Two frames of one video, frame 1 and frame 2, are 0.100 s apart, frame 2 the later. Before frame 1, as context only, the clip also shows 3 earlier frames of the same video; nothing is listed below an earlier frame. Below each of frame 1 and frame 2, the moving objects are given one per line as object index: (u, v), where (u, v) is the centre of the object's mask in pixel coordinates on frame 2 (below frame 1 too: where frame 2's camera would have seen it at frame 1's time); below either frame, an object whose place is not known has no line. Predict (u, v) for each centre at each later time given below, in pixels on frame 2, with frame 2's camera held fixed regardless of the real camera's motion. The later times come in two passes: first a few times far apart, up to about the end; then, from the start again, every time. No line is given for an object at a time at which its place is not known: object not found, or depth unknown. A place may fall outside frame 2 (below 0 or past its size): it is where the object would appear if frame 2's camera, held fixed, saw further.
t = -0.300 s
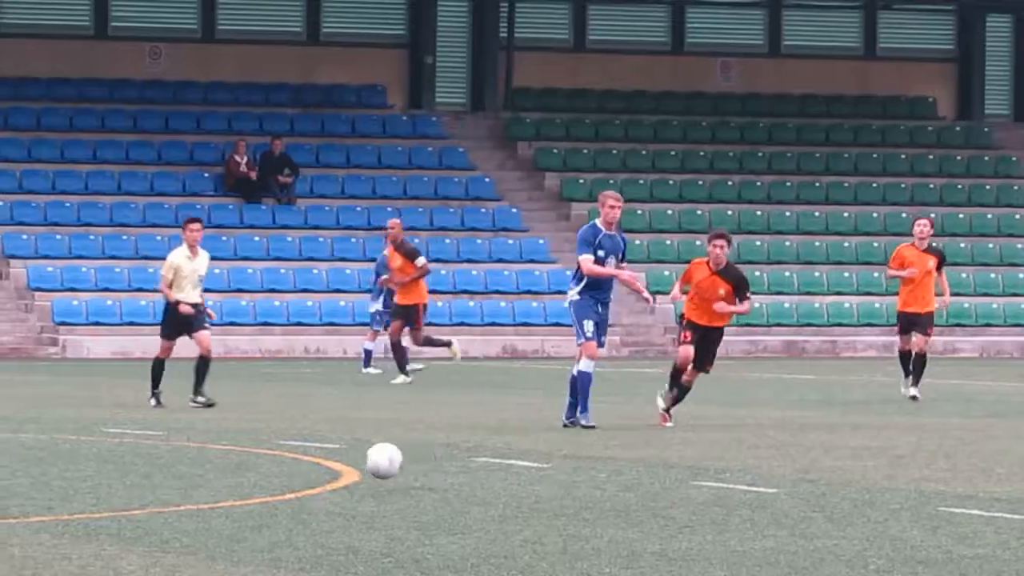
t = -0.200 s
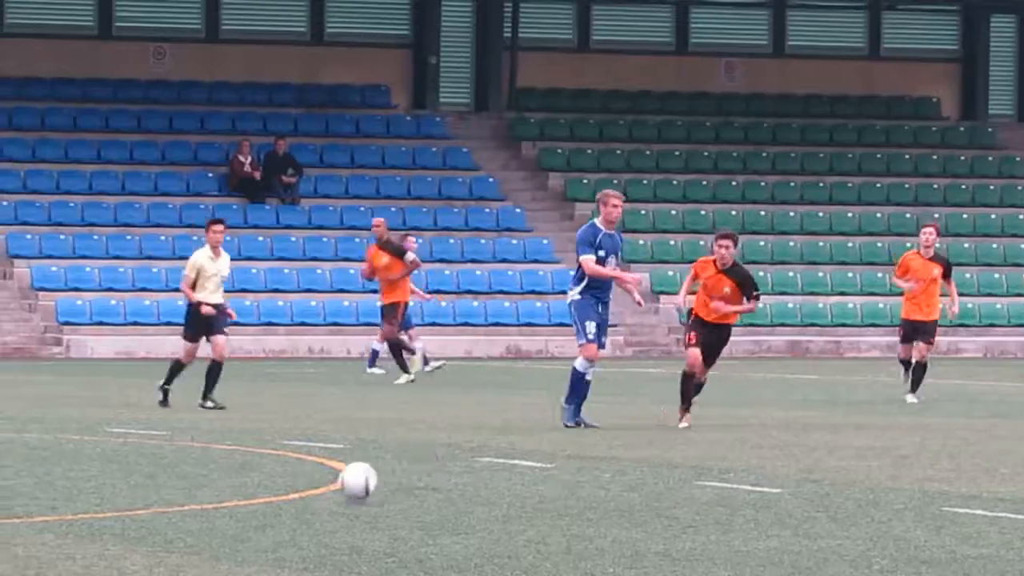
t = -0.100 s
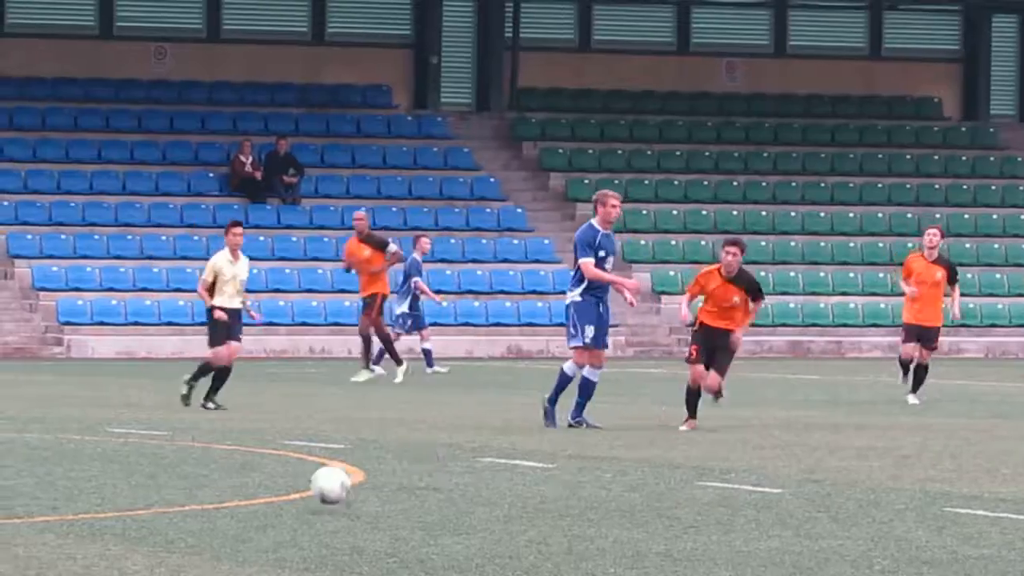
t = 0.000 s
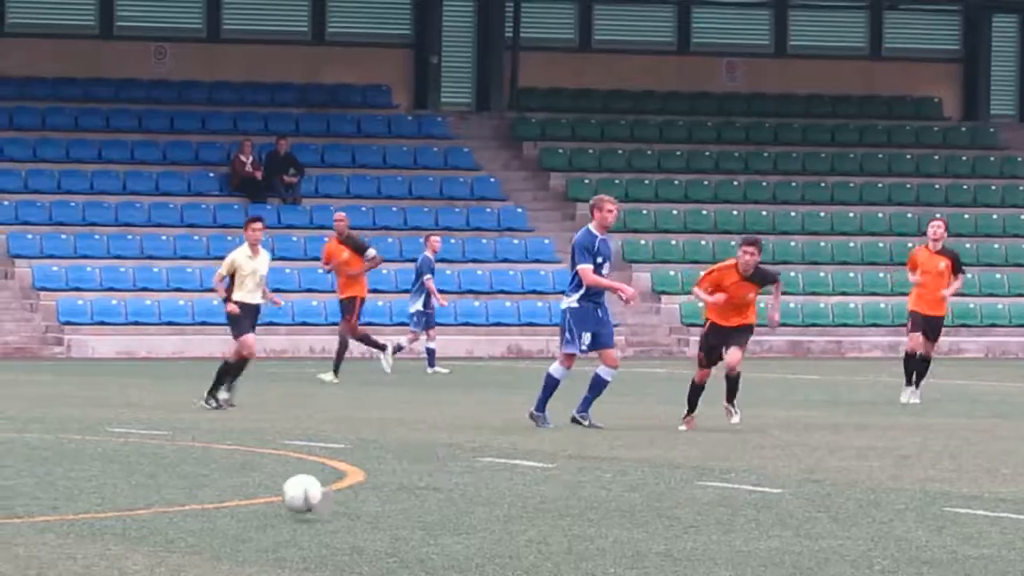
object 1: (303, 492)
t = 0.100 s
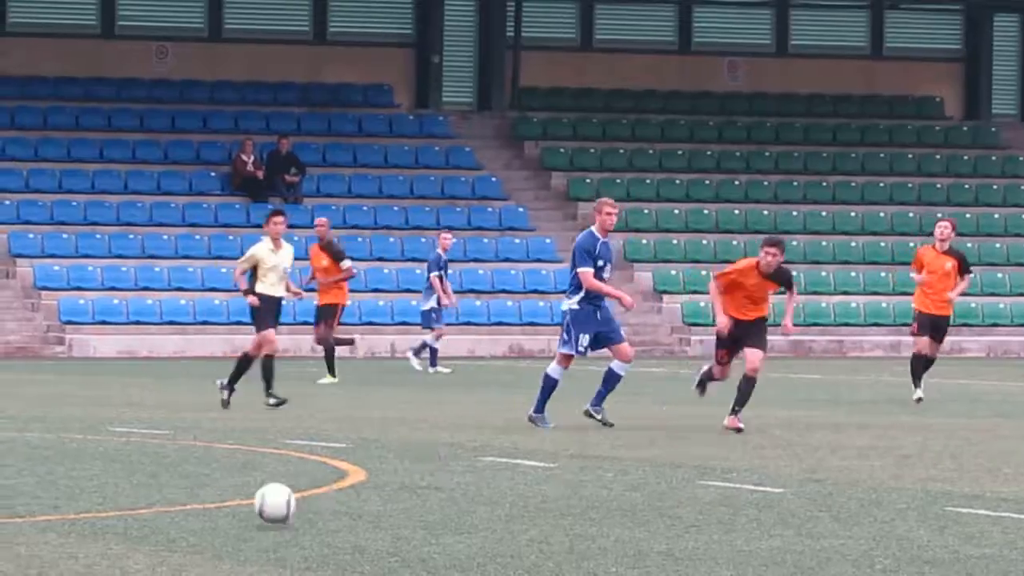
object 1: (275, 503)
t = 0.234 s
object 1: (237, 509)
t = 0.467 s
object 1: (170, 537)
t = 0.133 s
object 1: (266, 501)
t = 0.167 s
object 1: (255, 502)
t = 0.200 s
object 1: (247, 504)
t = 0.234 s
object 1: (237, 509)
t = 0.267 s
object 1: (227, 517)
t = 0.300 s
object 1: (217, 527)
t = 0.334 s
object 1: (208, 525)
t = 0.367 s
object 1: (199, 525)
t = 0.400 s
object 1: (190, 526)
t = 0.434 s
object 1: (179, 530)
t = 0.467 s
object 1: (170, 537)
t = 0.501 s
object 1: (160, 546)
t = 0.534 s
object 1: (152, 546)
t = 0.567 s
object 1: (142, 545)
